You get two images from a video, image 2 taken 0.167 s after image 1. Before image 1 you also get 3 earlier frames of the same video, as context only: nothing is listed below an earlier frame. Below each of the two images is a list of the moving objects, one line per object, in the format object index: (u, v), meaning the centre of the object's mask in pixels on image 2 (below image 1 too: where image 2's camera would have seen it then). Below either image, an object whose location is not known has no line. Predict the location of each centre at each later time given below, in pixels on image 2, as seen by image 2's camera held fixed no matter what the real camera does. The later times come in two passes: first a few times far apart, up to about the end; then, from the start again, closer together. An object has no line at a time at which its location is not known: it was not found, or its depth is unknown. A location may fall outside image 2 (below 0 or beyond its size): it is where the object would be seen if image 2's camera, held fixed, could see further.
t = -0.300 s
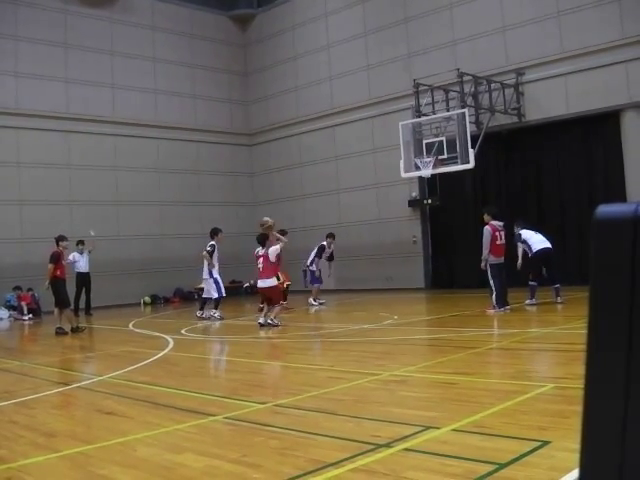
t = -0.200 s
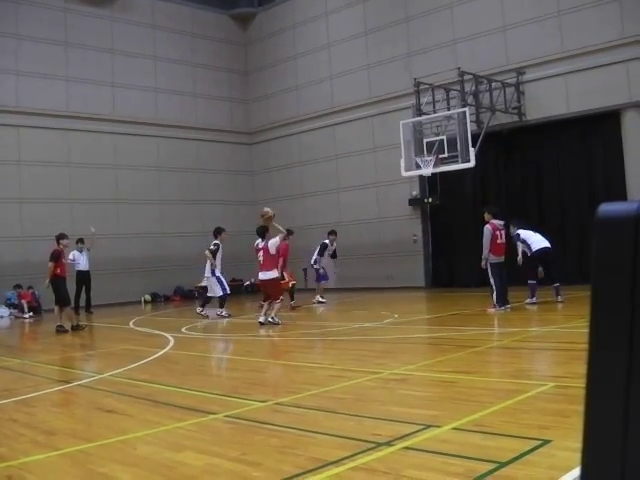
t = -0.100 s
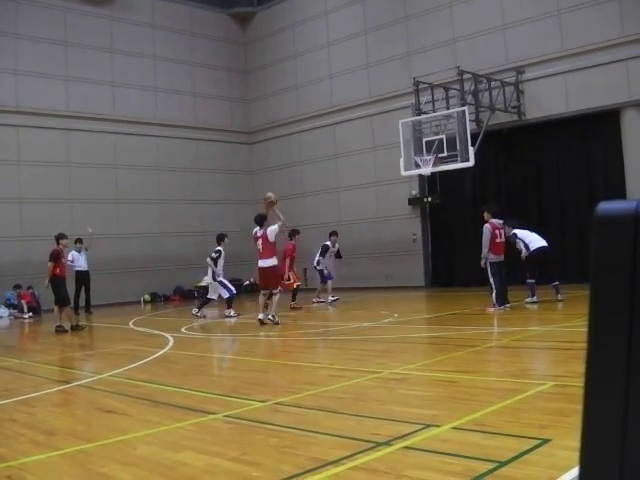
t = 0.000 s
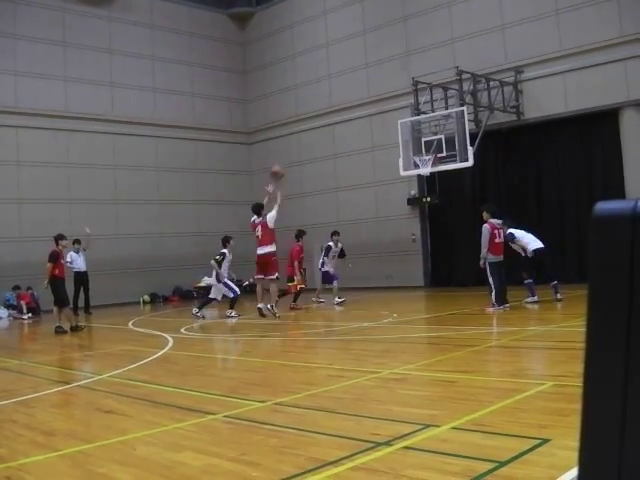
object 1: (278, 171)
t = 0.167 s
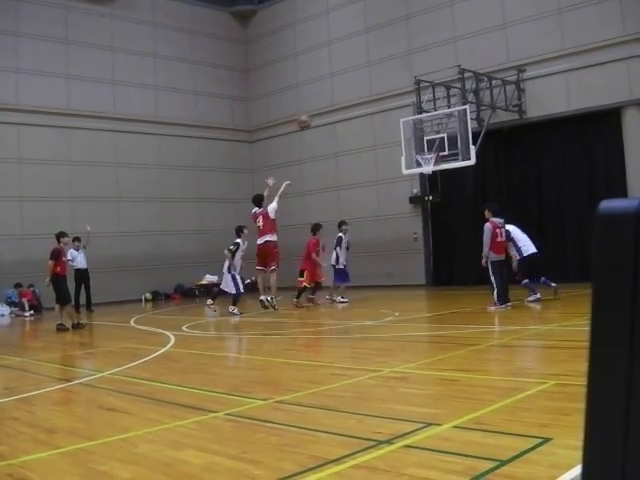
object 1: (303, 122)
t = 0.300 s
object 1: (321, 98)
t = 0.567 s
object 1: (357, 79)
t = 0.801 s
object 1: (386, 91)
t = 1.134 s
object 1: (426, 144)
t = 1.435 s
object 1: (418, 147)
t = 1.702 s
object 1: (412, 150)
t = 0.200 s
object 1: (308, 115)
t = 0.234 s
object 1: (312, 111)
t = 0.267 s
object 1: (317, 104)
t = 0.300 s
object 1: (321, 98)
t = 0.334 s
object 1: (326, 94)
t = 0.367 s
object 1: (330, 89)
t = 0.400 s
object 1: (335, 86)
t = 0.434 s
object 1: (339, 84)
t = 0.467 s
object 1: (344, 81)
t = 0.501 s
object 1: (348, 80)
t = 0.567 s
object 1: (357, 79)
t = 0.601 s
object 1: (361, 79)
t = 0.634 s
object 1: (365, 80)
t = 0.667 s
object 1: (370, 81)
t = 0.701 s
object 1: (374, 83)
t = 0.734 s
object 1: (378, 85)
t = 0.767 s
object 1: (382, 88)
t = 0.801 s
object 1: (386, 91)
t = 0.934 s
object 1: (403, 110)
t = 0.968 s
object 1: (407, 115)
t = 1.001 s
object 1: (411, 122)
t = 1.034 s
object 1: (414, 126)
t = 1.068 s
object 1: (421, 128)
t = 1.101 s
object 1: (424, 136)
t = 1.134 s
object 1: (426, 144)
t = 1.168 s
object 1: (427, 143)
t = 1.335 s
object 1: (427, 144)
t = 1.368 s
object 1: (421, 147)
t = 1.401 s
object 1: (420, 147)
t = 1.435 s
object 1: (418, 147)
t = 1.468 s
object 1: (417, 146)
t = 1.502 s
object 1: (416, 146)
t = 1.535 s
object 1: (414, 146)
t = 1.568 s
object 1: (414, 145)
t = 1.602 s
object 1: (414, 145)
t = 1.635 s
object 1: (412, 146)
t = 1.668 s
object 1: (411, 149)
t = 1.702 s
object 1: (412, 150)
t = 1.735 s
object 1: (410, 153)
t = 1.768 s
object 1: (410, 155)
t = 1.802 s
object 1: (411, 158)
